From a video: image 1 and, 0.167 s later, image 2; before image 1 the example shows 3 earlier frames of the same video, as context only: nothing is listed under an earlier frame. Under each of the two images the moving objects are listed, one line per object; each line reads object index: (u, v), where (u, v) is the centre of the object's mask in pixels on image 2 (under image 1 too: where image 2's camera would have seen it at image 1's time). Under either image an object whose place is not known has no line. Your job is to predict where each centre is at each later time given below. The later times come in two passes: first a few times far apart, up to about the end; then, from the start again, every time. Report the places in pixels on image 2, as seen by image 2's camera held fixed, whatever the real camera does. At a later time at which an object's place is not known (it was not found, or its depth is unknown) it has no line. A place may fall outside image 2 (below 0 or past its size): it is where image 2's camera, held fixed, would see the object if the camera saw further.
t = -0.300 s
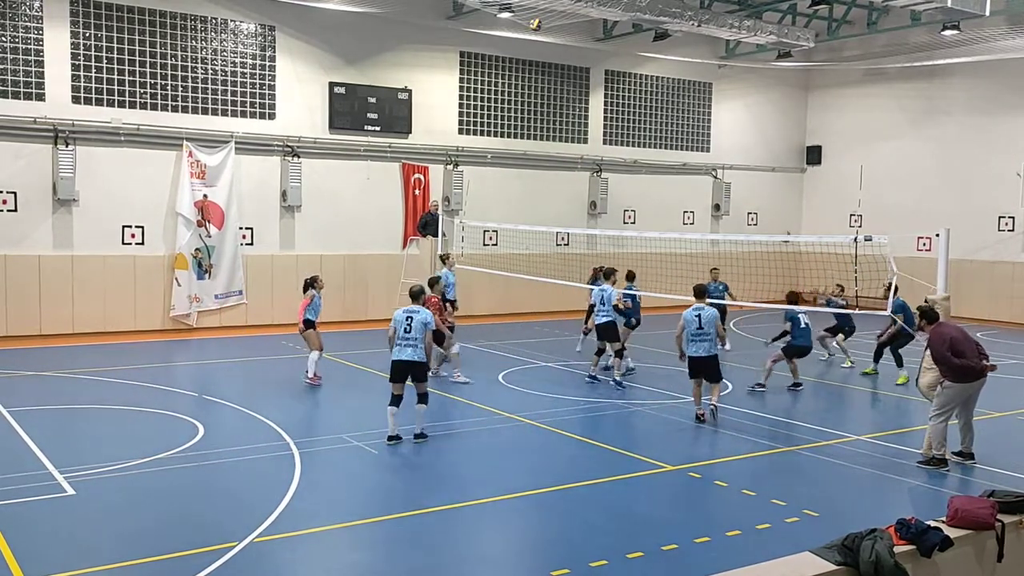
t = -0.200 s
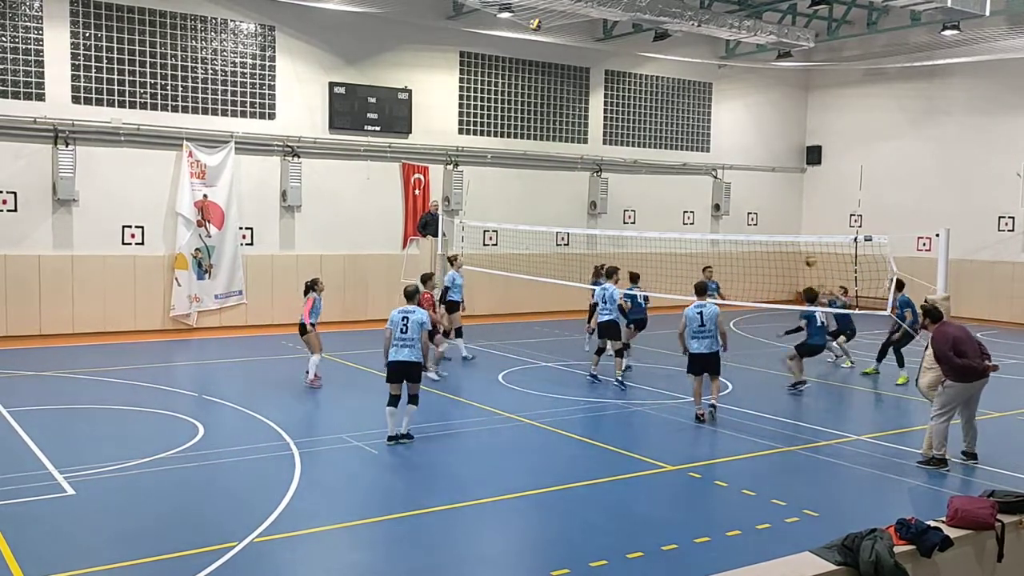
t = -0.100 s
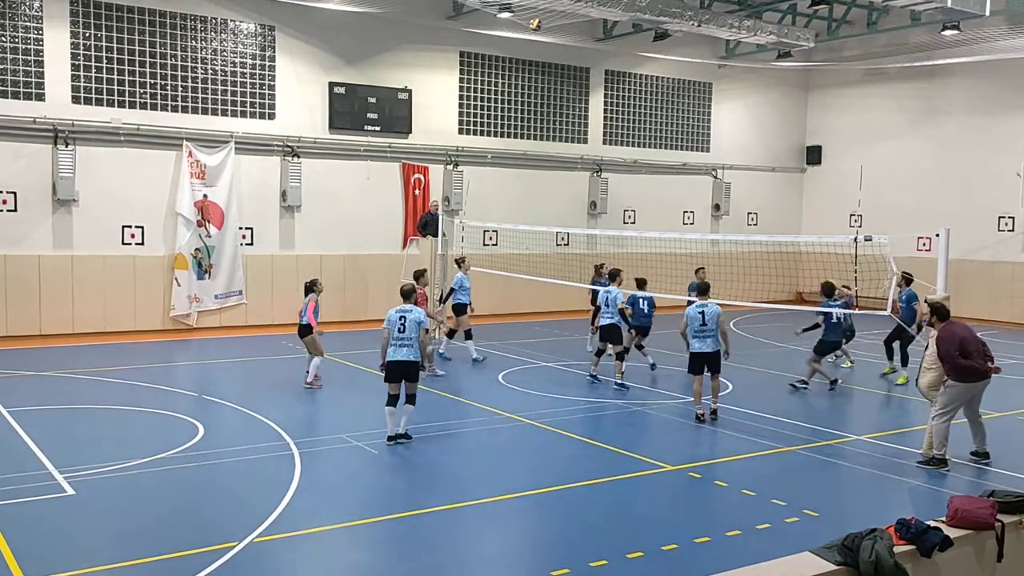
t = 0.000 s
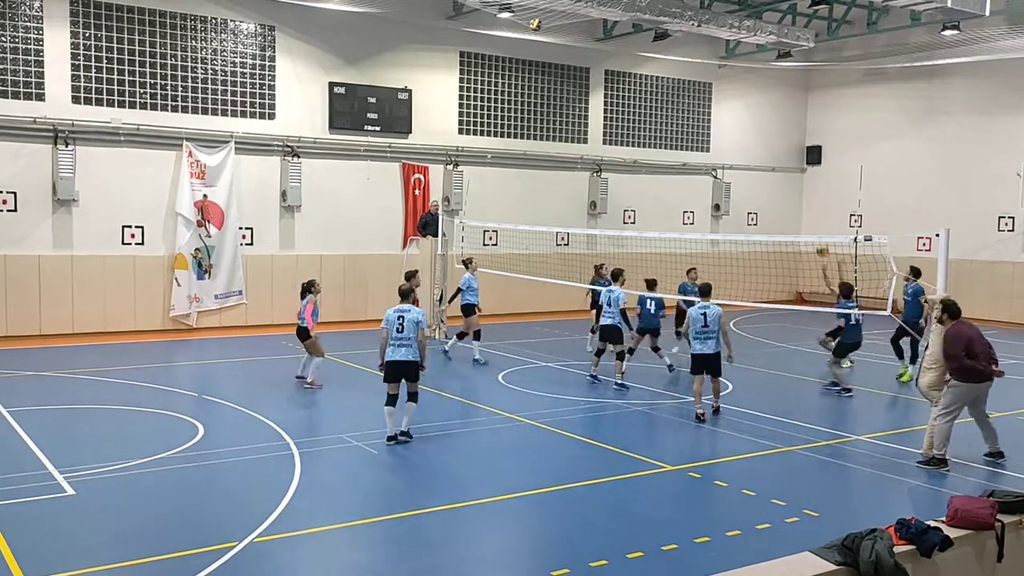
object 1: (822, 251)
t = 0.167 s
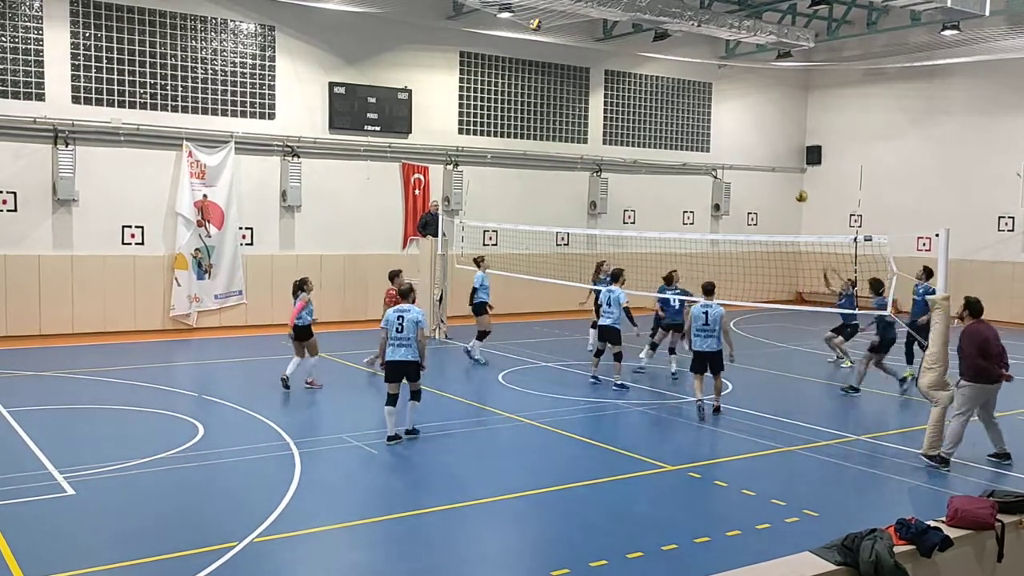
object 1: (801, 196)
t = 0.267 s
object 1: (788, 172)
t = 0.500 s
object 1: (757, 138)
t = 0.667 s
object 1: (734, 132)
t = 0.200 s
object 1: (797, 188)
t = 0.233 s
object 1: (793, 180)
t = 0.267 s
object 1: (788, 172)
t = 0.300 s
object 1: (783, 166)
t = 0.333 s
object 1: (779, 159)
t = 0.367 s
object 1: (775, 153)
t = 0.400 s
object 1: (771, 148)
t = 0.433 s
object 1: (766, 144)
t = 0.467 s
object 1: (762, 141)
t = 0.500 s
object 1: (757, 138)
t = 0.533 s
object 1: (753, 135)
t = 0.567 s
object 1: (748, 133)
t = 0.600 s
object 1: (744, 132)
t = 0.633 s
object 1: (739, 132)
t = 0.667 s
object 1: (734, 132)
